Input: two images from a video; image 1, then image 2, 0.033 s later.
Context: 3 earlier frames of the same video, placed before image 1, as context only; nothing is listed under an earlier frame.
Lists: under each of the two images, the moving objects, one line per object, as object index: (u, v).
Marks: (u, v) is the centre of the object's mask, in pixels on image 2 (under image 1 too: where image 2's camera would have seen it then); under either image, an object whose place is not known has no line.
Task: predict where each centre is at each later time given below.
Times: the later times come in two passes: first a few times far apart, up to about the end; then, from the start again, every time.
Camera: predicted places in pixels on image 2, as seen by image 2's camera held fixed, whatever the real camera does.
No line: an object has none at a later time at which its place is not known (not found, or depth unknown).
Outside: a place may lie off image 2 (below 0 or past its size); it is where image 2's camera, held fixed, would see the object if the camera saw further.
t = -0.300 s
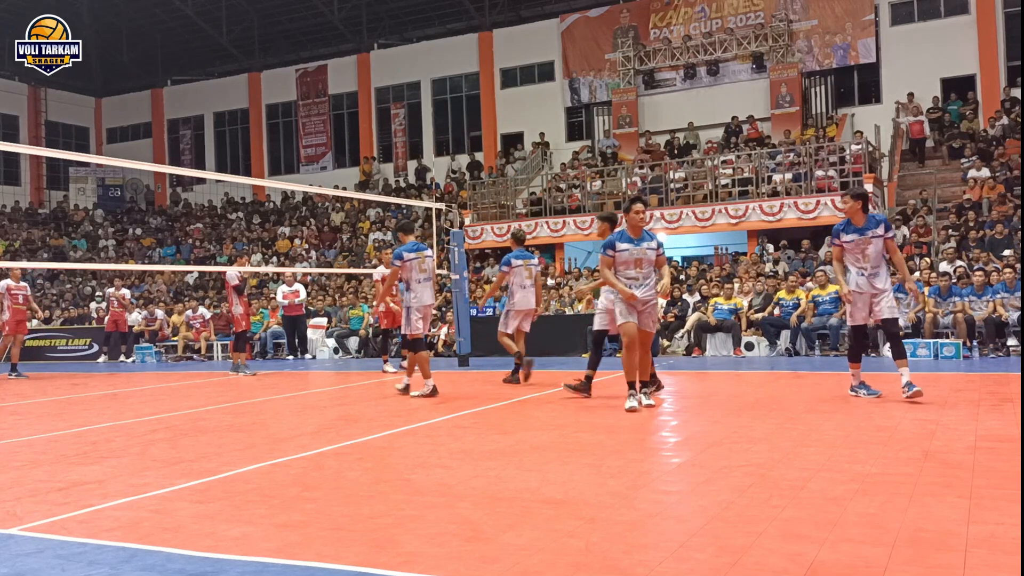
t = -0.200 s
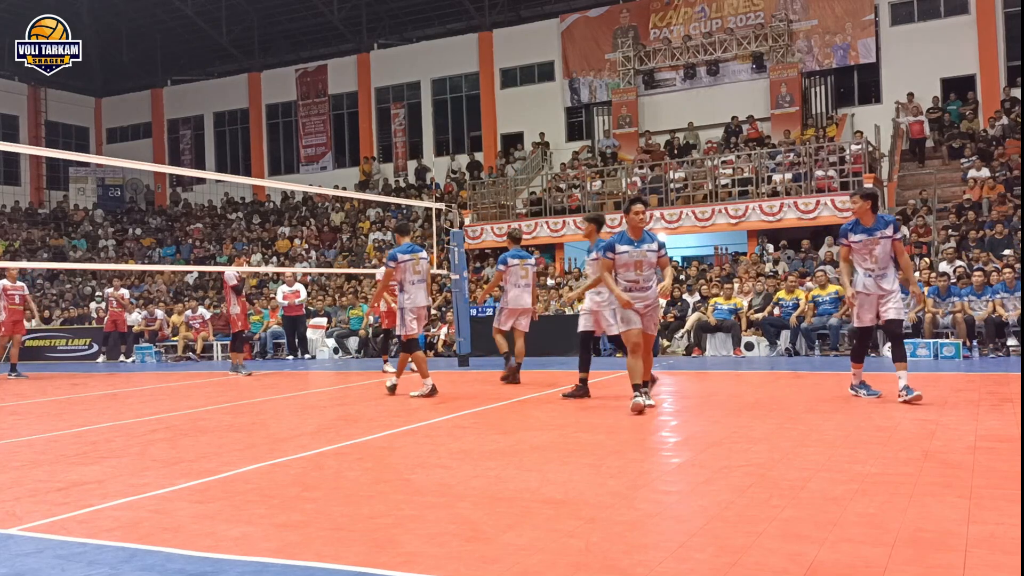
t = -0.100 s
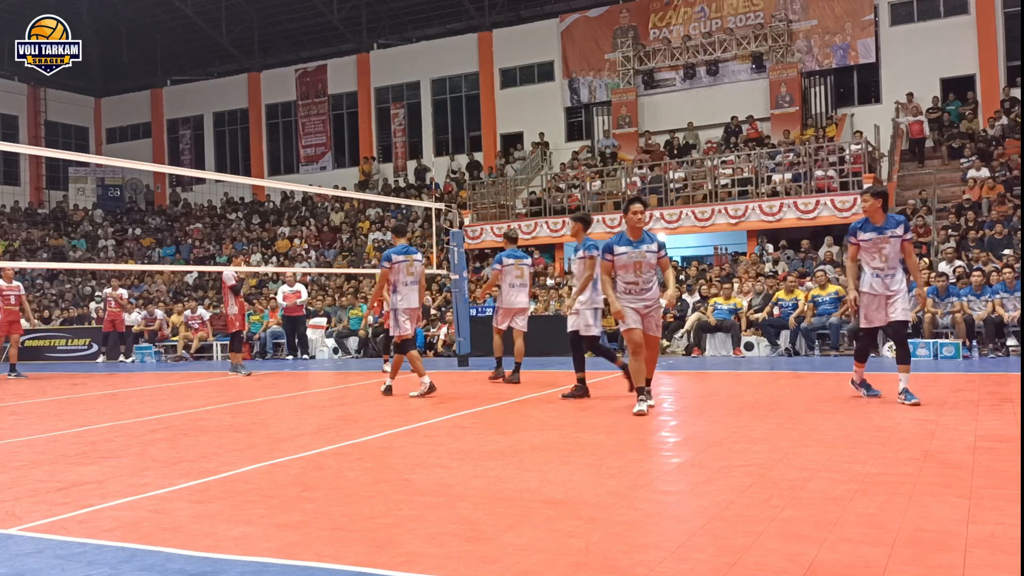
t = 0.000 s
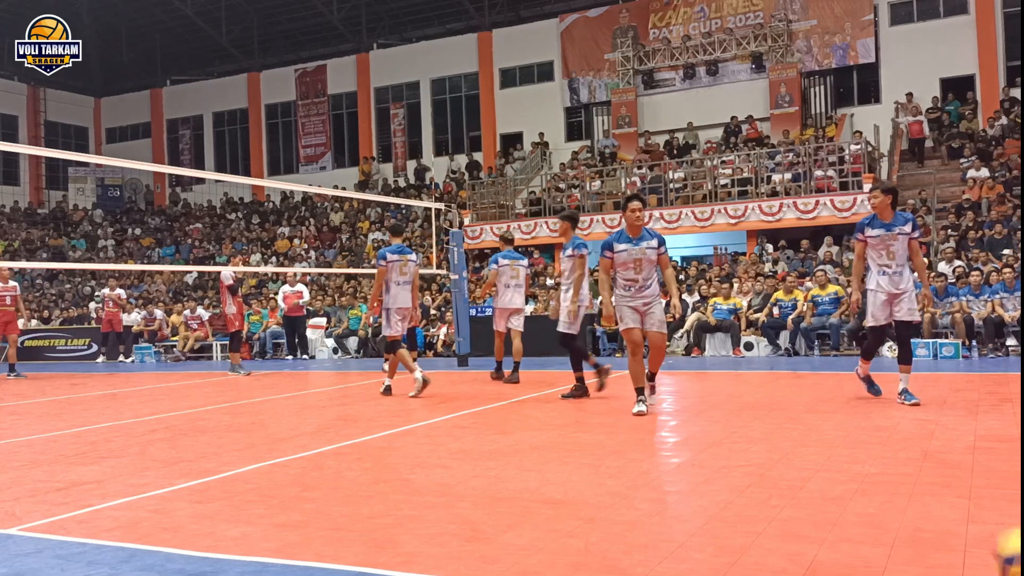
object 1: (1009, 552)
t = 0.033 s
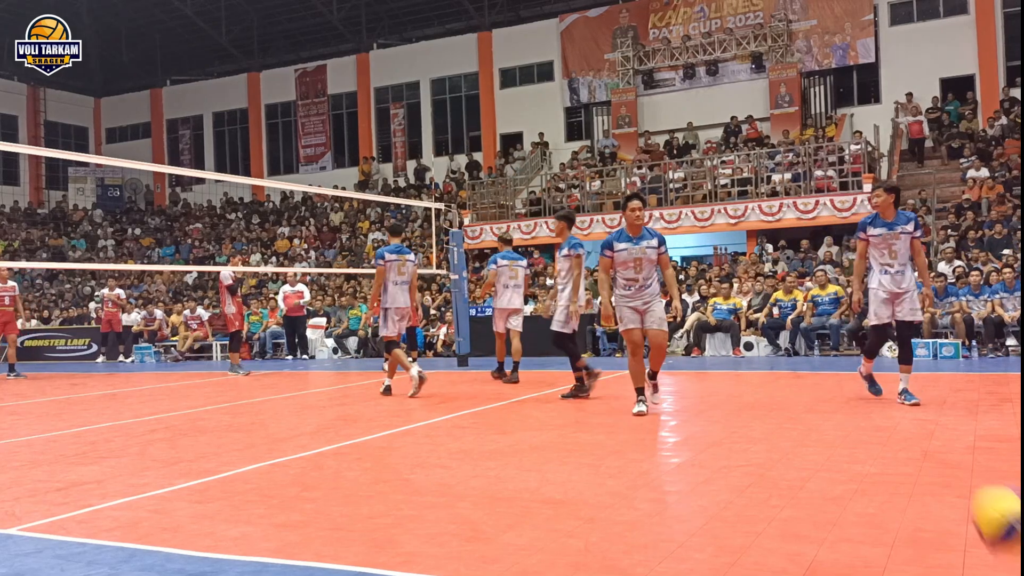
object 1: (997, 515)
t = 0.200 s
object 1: (902, 310)
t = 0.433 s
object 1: (724, 120)
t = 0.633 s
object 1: (533, 97)
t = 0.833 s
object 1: (287, 267)
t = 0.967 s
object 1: (81, 543)
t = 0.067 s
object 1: (987, 470)
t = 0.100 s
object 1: (967, 423)
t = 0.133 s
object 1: (949, 387)
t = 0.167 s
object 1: (924, 342)
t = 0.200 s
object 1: (902, 310)
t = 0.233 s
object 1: (876, 271)
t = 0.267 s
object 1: (853, 239)
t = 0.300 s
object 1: (833, 211)
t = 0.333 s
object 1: (804, 182)
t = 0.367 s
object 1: (778, 158)
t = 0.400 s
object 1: (752, 137)
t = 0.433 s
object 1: (724, 120)
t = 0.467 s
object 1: (694, 105)
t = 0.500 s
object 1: (664, 94)
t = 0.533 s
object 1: (632, 89)
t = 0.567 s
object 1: (602, 87)
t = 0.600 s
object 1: (569, 88)
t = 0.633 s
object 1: (533, 97)
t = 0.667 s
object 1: (493, 110)
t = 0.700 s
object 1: (455, 127)
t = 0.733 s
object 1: (418, 151)
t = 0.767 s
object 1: (376, 186)
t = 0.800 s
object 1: (333, 219)
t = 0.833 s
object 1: (287, 267)
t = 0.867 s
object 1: (238, 325)
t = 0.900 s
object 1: (180, 400)
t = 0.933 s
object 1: (133, 474)
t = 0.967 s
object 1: (81, 543)
